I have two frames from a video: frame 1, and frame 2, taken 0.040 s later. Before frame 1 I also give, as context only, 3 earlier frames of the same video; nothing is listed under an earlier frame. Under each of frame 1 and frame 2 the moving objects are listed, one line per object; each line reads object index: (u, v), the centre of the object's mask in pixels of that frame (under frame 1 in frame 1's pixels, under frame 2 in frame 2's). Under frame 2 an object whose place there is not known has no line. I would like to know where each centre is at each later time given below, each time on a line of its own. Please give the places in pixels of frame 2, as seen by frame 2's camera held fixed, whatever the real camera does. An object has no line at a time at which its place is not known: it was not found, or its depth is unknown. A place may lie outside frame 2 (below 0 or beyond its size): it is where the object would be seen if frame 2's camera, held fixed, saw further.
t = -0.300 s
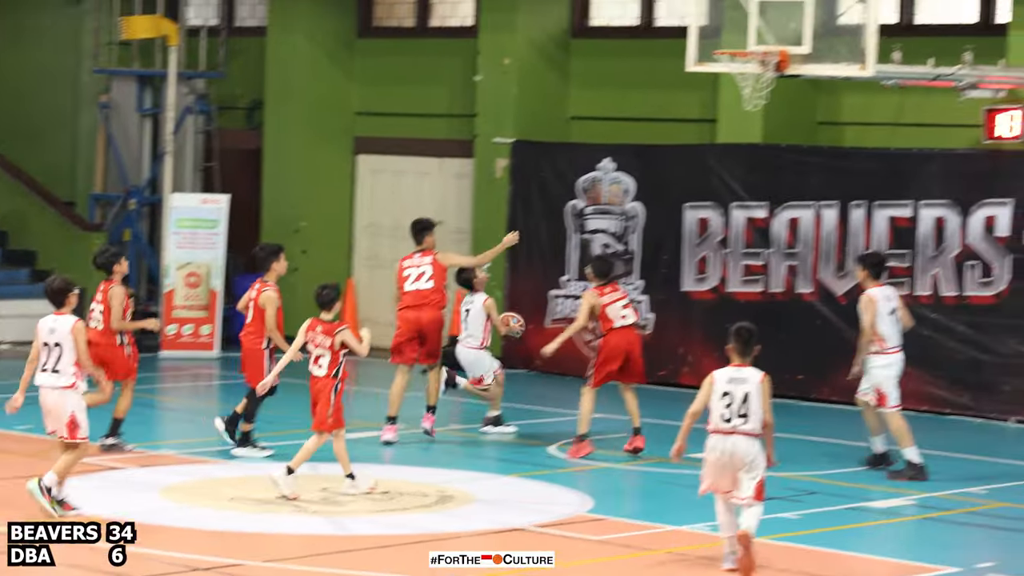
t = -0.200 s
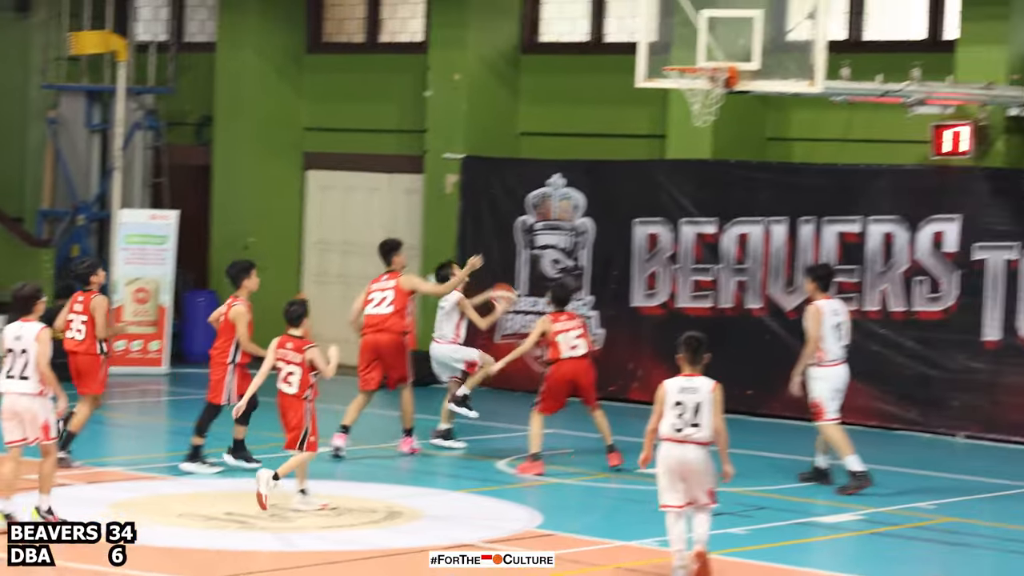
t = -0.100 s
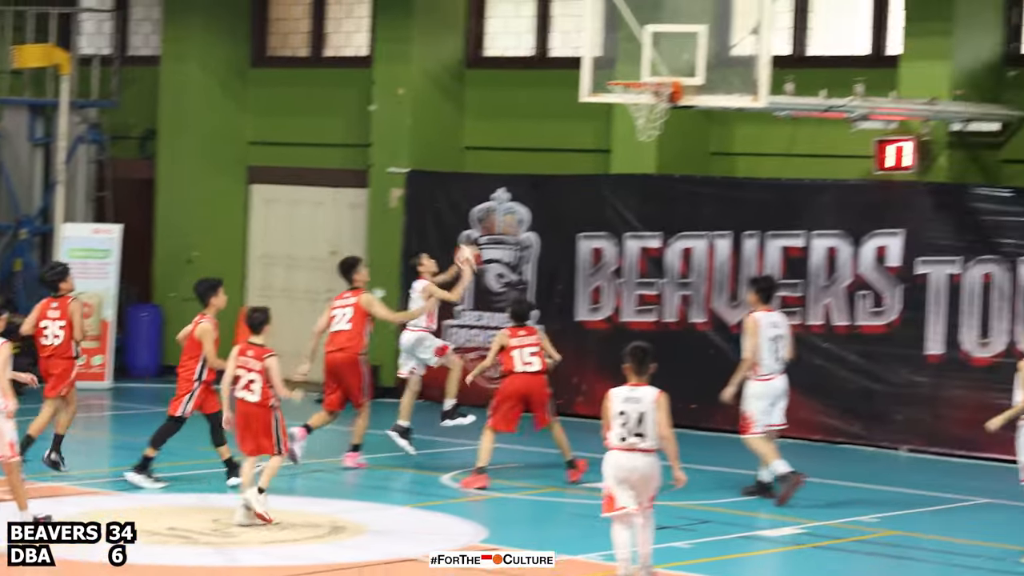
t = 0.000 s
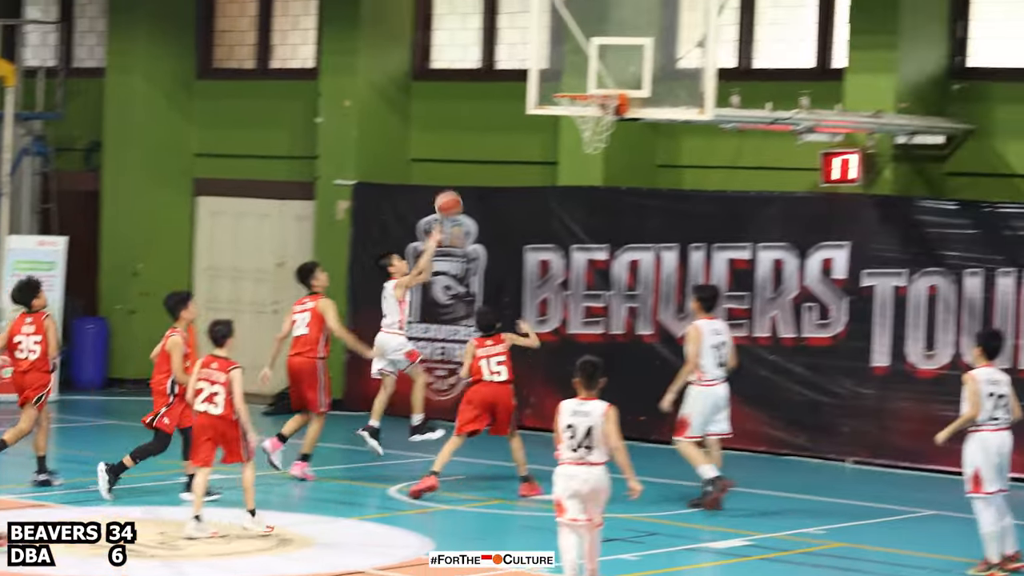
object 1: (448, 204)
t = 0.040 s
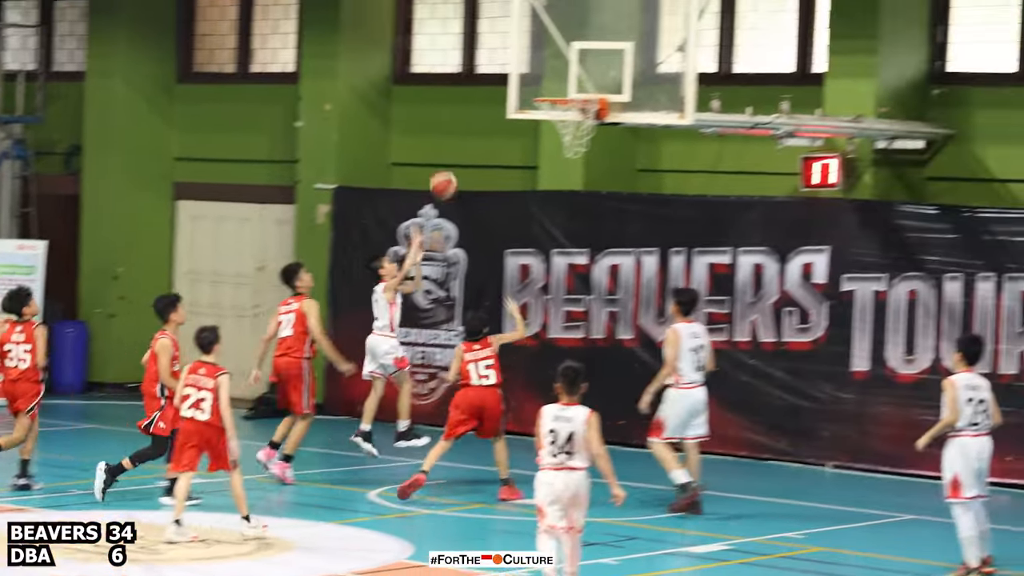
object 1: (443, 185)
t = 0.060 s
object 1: (451, 174)
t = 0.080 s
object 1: (458, 162)
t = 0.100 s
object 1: (465, 152)
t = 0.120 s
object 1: (471, 142)
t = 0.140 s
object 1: (478, 133)
